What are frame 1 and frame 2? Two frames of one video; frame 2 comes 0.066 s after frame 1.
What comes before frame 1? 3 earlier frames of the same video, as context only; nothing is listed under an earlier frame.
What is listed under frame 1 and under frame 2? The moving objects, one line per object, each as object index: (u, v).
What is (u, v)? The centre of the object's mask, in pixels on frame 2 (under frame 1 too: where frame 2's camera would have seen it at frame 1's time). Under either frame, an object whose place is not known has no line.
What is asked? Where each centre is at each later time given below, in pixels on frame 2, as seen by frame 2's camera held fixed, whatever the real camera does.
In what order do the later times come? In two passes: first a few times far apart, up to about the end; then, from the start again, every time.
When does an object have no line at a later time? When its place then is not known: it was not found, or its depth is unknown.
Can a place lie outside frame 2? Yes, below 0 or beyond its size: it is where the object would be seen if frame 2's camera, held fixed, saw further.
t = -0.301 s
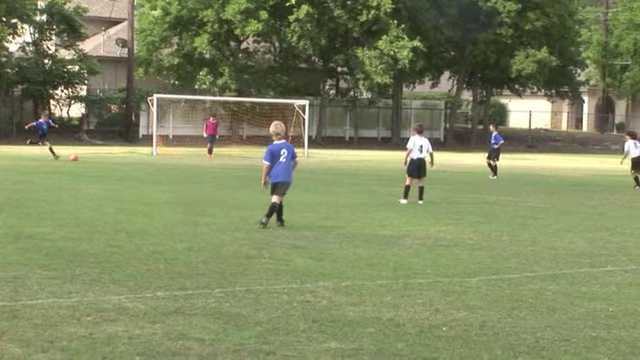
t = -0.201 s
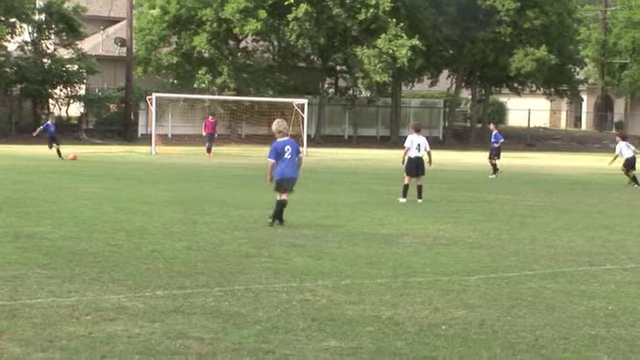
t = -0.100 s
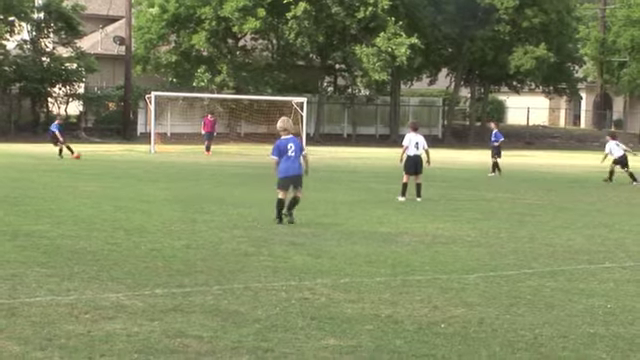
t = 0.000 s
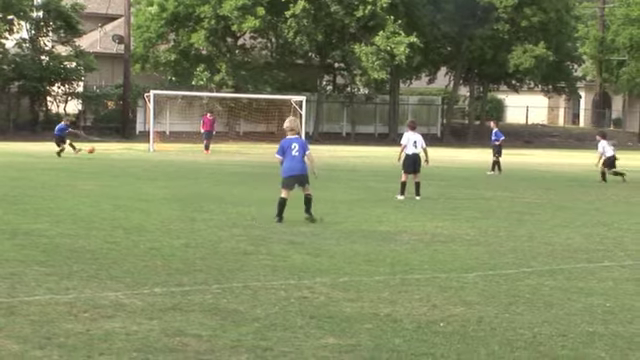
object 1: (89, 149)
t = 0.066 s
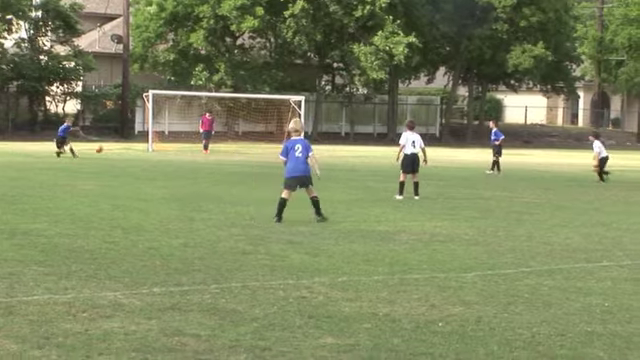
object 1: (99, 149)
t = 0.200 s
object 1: (117, 153)
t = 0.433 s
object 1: (149, 157)
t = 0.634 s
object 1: (176, 164)
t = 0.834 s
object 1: (204, 167)
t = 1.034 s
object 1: (231, 171)
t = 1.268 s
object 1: (262, 174)
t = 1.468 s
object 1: (291, 177)
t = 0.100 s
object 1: (103, 149)
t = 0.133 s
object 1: (108, 150)
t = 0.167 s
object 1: (112, 151)
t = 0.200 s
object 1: (117, 153)
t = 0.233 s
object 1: (122, 156)
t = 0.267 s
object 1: (126, 158)
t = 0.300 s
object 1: (131, 160)
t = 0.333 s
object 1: (136, 159)
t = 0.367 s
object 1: (141, 157)
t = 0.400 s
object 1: (145, 157)
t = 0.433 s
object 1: (149, 157)
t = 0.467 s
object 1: (154, 158)
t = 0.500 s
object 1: (158, 159)
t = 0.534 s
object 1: (163, 161)
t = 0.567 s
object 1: (167, 163)
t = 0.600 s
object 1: (172, 164)
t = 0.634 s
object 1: (176, 164)
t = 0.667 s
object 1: (181, 163)
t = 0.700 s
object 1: (185, 163)
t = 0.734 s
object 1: (190, 163)
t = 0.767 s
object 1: (195, 164)
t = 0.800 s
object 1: (199, 166)
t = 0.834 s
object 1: (204, 167)
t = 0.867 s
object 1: (208, 167)
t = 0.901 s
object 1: (213, 167)
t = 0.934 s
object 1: (217, 167)
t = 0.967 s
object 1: (222, 168)
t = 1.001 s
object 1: (227, 169)
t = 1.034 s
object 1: (231, 171)
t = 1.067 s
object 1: (235, 170)
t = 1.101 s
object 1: (240, 171)
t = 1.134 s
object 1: (244, 171)
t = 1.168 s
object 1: (248, 172)
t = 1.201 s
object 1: (254, 173)
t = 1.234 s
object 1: (258, 174)
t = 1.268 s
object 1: (262, 174)
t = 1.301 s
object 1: (267, 175)
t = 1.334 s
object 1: (272, 175)
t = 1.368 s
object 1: (276, 176)
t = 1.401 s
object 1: (281, 176)
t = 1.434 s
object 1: (286, 177)
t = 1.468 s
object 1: (291, 177)
